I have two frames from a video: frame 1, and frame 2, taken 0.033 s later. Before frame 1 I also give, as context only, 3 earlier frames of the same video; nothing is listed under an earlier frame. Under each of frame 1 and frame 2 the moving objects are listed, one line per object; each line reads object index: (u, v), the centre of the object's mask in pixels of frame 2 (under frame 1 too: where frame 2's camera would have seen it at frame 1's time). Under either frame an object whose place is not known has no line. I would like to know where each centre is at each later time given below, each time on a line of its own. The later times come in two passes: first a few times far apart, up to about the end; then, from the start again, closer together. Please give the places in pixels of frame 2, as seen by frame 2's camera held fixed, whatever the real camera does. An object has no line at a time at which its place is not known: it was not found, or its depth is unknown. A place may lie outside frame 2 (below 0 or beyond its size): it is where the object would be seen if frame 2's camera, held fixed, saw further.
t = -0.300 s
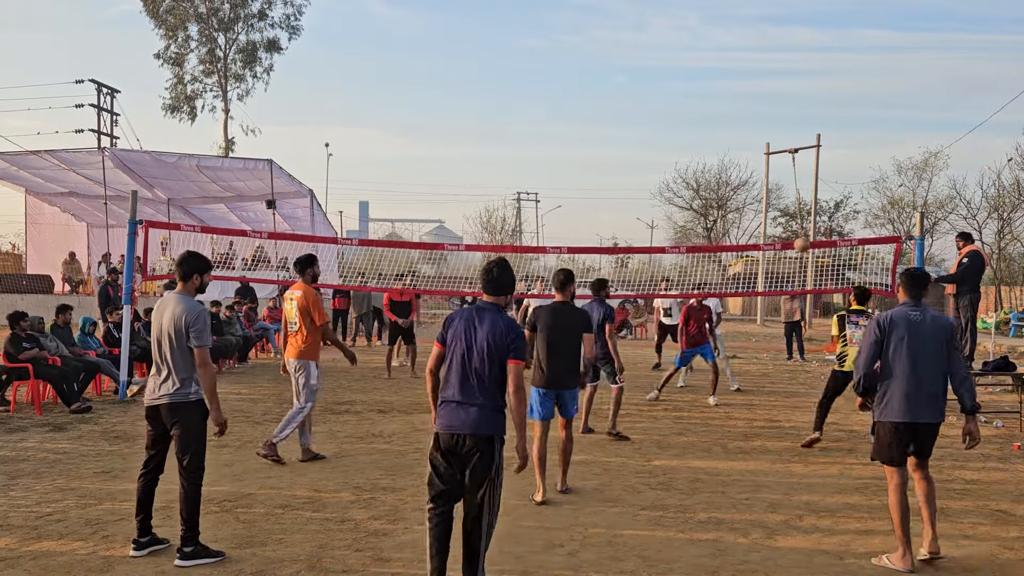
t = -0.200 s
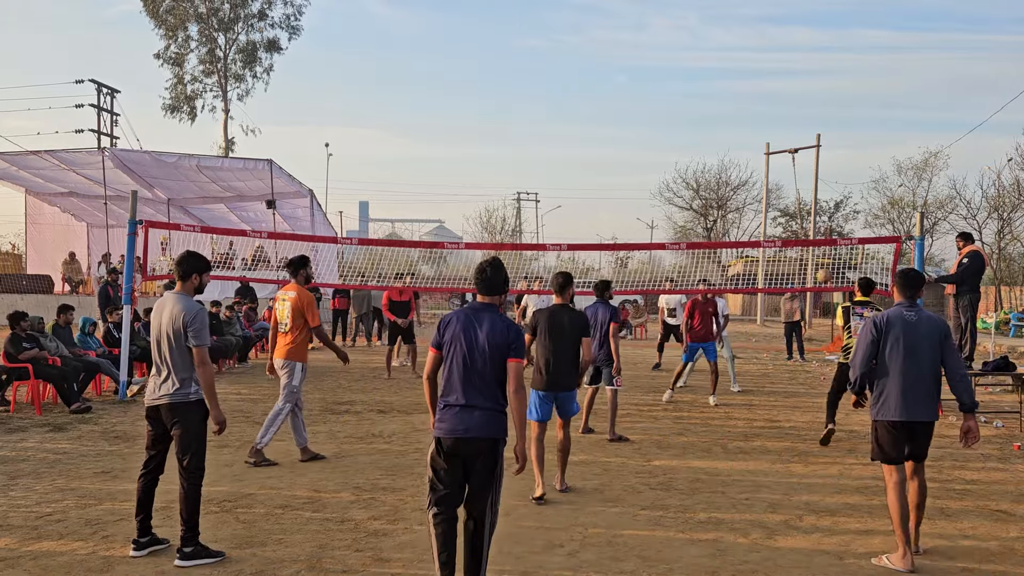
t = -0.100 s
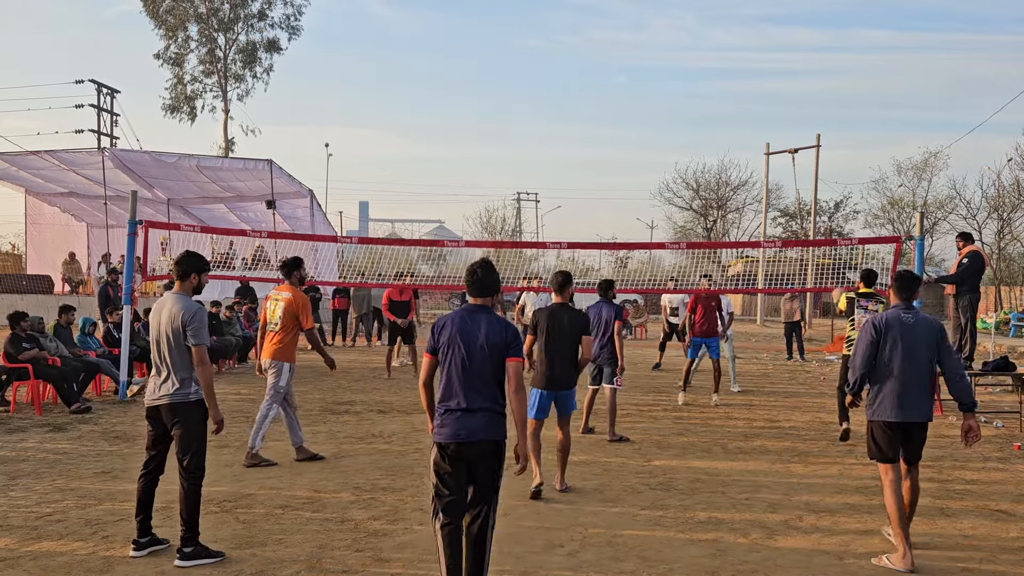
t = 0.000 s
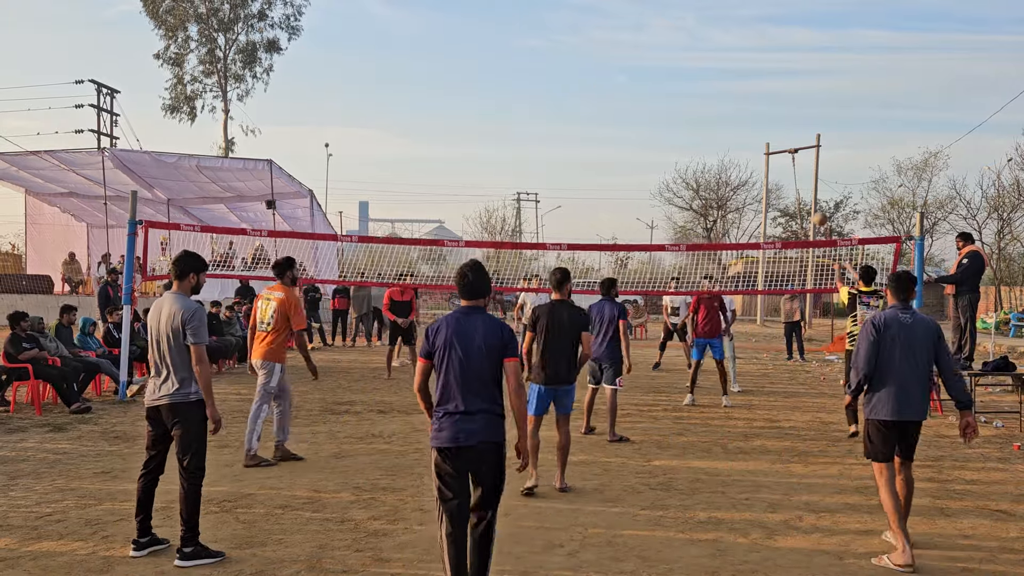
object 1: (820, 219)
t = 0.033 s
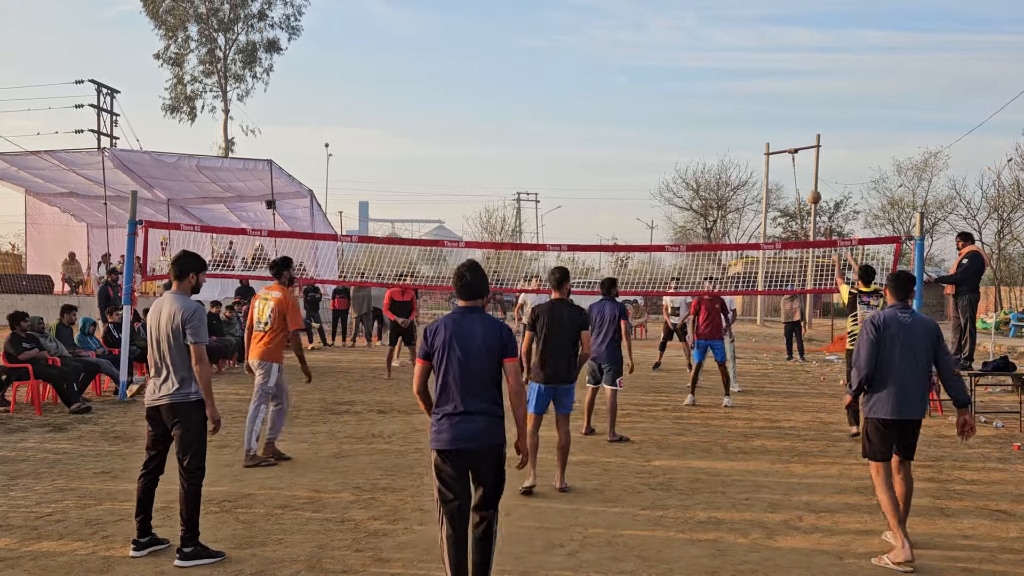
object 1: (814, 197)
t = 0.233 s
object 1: (779, 97)
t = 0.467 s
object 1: (744, 34)
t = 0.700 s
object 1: (715, 16)
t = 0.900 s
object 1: (693, 28)
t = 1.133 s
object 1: (671, 69)
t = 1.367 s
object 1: (650, 131)
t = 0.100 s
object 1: (802, 158)
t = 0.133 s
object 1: (796, 141)
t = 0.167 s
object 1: (791, 125)
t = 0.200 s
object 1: (784, 110)
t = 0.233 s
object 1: (779, 97)
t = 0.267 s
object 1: (773, 85)
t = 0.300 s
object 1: (768, 74)
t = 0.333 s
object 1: (763, 64)
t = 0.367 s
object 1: (758, 55)
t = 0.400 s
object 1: (753, 47)
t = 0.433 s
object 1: (749, 40)
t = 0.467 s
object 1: (744, 34)
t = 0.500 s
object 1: (740, 29)
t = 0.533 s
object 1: (735, 25)
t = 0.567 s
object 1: (731, 21)
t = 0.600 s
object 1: (727, 19)
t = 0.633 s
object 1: (723, 17)
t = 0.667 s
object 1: (719, 16)
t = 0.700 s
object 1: (715, 16)
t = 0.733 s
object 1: (711, 16)
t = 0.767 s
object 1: (707, 18)
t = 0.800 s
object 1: (704, 19)
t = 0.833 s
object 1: (700, 22)
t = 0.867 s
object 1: (697, 25)
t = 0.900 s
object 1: (693, 28)
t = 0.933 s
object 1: (690, 32)
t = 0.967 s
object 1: (687, 37)
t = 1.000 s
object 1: (683, 42)
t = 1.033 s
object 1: (680, 48)
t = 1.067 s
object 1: (677, 54)
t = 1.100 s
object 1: (674, 61)
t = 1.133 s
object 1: (671, 69)
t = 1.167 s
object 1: (668, 76)
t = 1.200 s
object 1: (665, 84)
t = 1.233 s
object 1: (662, 93)
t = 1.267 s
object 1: (659, 102)
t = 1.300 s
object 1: (656, 111)
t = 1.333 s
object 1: (654, 121)
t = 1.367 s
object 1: (650, 131)
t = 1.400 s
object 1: (648, 142)
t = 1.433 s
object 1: (645, 153)
